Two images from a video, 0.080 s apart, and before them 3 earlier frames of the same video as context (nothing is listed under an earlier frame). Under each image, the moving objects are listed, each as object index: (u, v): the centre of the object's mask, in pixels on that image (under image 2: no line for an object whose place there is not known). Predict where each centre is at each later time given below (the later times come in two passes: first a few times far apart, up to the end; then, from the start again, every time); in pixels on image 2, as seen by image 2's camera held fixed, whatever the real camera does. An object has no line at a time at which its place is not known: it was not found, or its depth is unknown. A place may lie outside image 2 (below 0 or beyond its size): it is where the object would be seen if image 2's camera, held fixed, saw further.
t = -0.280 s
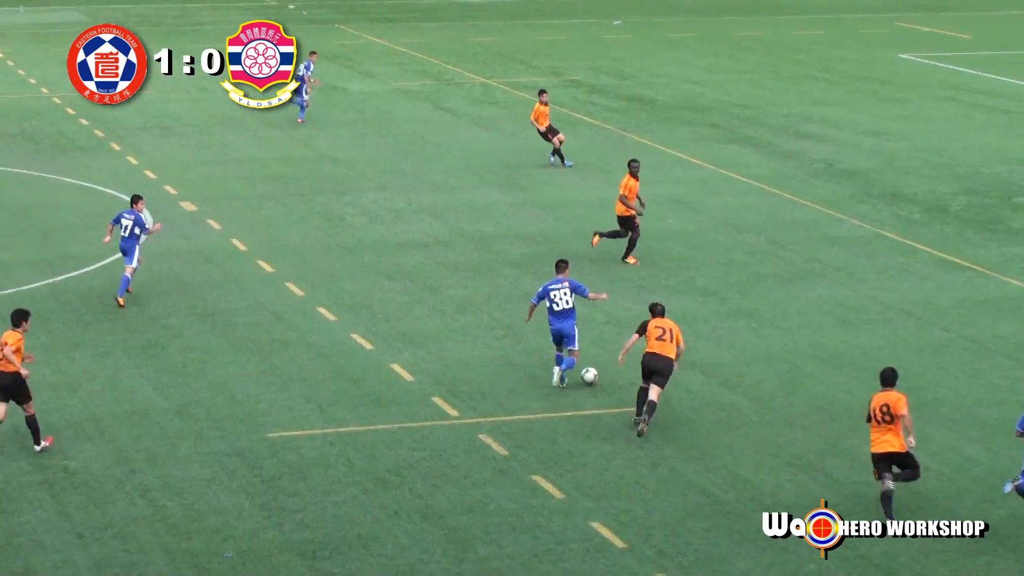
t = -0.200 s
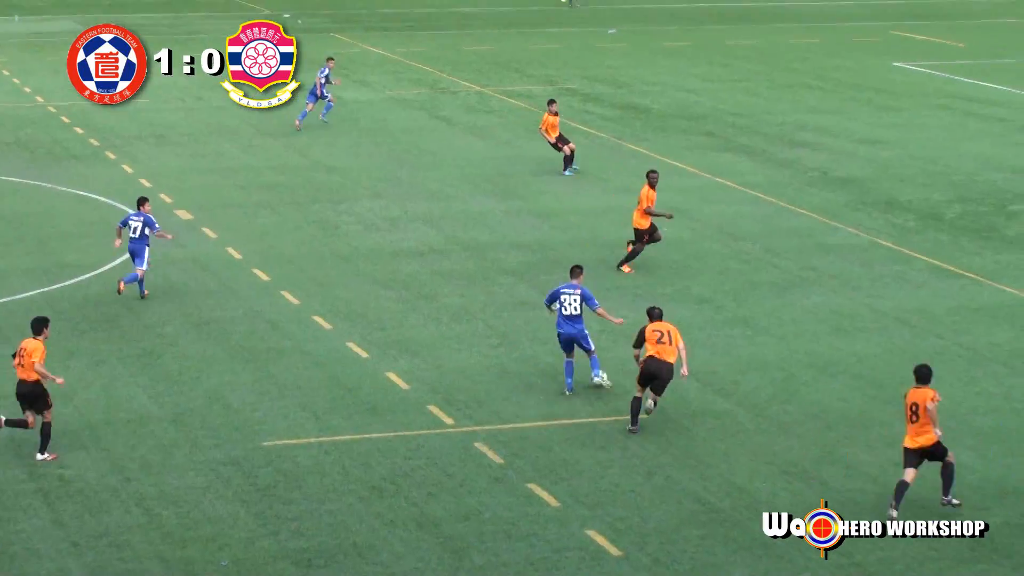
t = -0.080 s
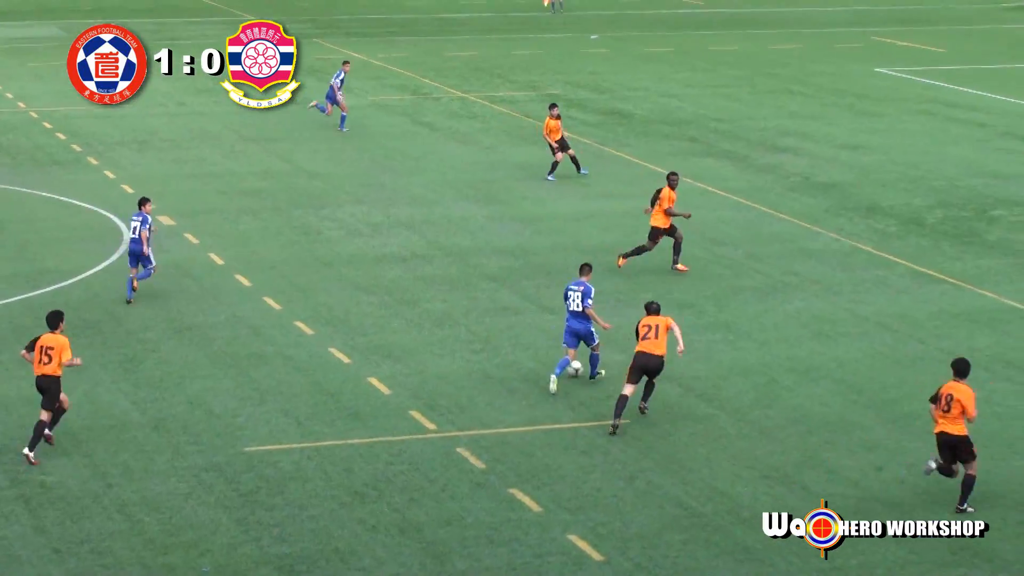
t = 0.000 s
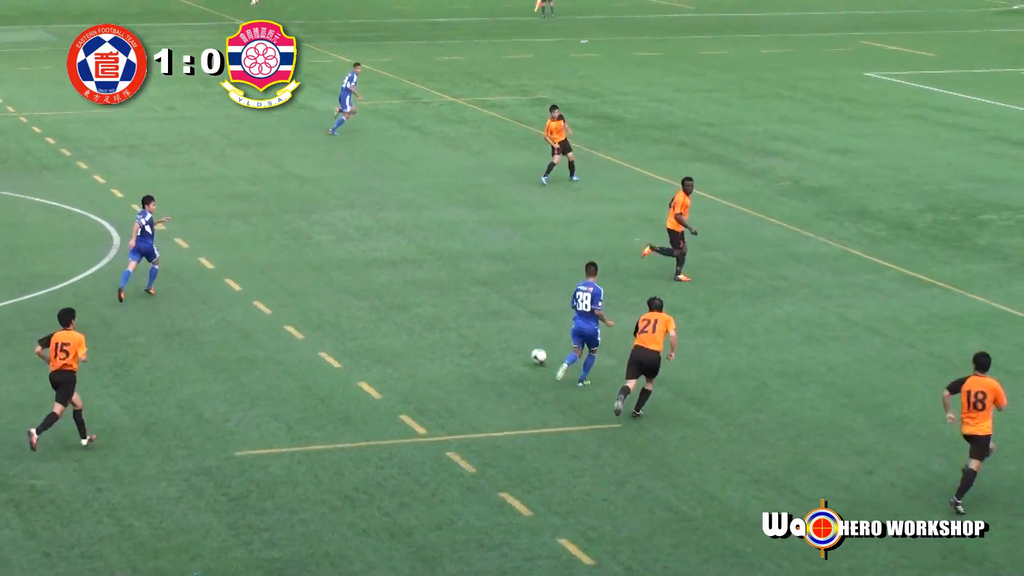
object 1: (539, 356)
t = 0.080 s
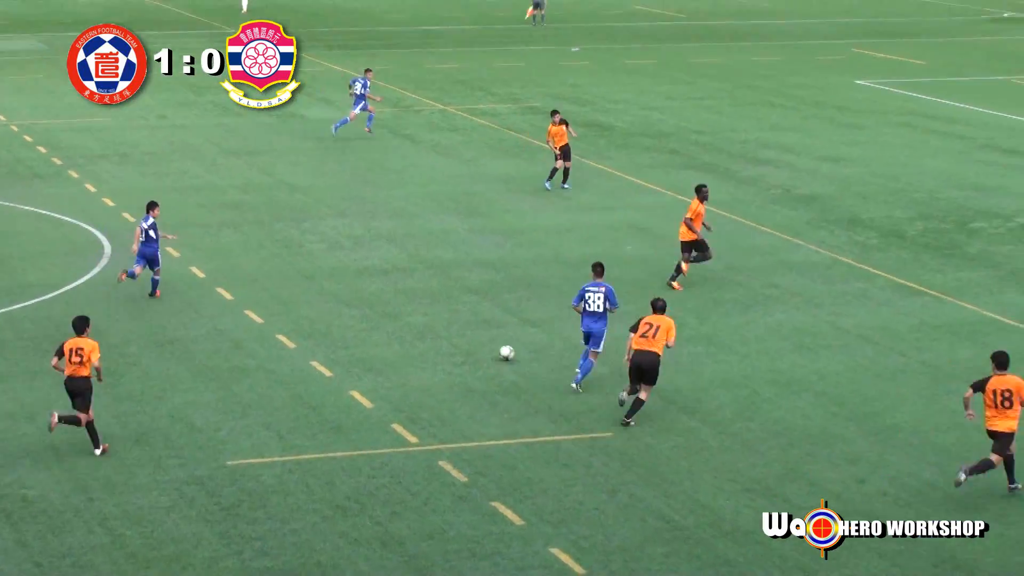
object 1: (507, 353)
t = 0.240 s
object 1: (466, 330)
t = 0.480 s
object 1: (420, 302)
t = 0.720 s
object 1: (387, 281)
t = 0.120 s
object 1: (496, 346)
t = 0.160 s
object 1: (485, 340)
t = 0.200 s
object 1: (475, 335)
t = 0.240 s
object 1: (466, 330)
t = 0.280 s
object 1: (457, 324)
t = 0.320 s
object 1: (448, 320)
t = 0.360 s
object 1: (441, 316)
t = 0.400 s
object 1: (433, 310)
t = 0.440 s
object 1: (426, 306)
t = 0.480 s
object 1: (420, 302)
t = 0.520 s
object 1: (414, 298)
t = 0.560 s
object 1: (408, 294)
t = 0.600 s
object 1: (402, 292)
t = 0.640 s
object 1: (397, 288)
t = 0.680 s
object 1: (392, 284)
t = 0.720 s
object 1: (387, 281)
